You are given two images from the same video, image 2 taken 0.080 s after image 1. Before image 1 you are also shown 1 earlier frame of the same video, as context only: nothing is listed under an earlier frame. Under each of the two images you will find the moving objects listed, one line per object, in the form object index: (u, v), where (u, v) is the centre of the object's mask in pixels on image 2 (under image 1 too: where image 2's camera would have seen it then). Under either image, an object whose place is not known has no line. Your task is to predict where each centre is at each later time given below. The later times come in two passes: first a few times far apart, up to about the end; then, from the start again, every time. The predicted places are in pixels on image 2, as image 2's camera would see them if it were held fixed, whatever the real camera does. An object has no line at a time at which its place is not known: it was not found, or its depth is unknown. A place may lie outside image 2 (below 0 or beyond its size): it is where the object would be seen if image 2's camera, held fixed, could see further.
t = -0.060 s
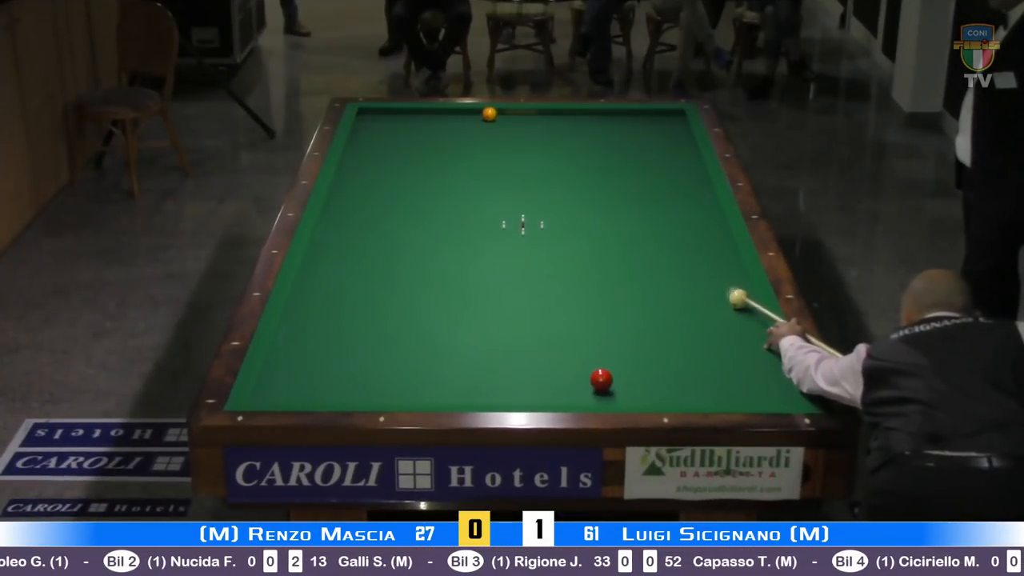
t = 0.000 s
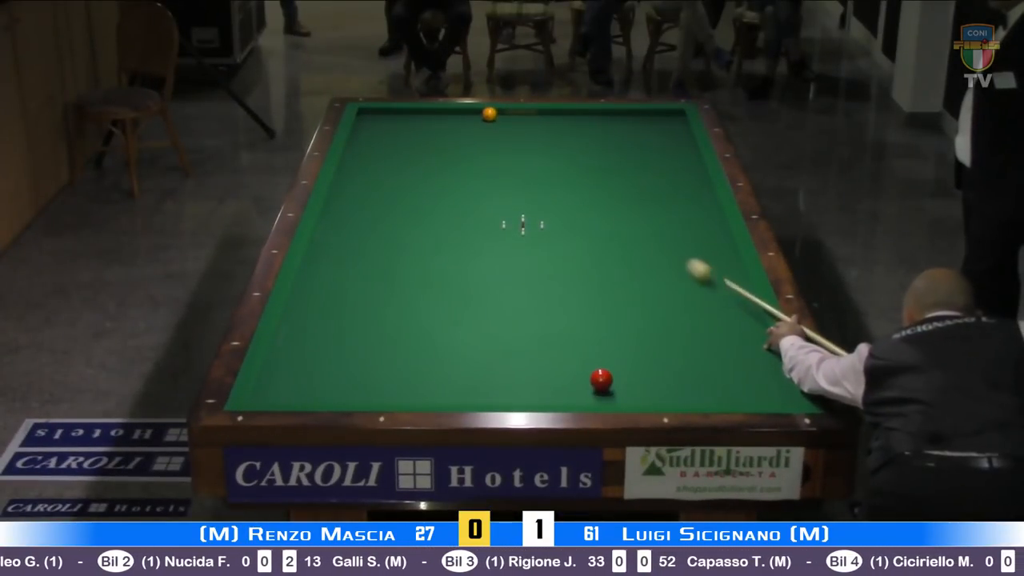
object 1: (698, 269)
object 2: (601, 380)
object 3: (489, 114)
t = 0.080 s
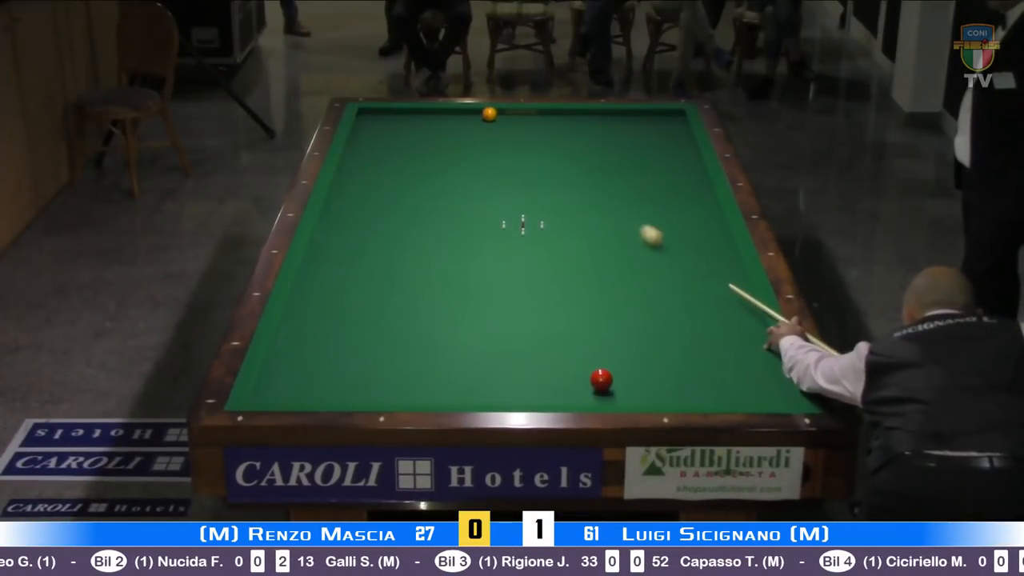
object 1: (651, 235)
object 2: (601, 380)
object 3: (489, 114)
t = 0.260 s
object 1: (563, 173)
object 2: (601, 380)
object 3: (489, 114)
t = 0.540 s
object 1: (449, 113)
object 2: (601, 380)
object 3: (496, 116)
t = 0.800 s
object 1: (391, 120)
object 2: (601, 380)
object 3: (512, 150)
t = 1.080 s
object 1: (486, 132)
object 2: (601, 379)
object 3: (528, 186)
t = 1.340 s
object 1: (559, 139)
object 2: (601, 380)
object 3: (544, 224)
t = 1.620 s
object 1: (634, 145)
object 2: (601, 380)
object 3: (564, 271)
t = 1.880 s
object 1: (684, 149)
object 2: (601, 380)
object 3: (586, 322)
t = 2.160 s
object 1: (638, 150)
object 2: (595, 392)
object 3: (619, 373)
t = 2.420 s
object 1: (602, 151)
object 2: (582, 379)
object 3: (665, 392)
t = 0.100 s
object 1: (640, 227)
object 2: (601, 380)
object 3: (489, 114)
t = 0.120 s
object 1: (629, 219)
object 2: (601, 380)
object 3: (489, 114)
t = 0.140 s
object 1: (618, 212)
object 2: (601, 380)
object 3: (489, 114)
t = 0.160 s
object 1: (608, 205)
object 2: (601, 380)
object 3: (489, 114)
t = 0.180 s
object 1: (599, 198)
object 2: (601, 380)
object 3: (489, 114)
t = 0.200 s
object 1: (590, 191)
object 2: (601, 380)
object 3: (489, 114)
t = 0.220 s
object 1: (581, 185)
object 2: (601, 380)
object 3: (489, 114)
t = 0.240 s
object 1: (572, 179)
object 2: (601, 380)
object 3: (489, 114)
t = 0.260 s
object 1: (563, 173)
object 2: (601, 380)
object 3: (489, 114)
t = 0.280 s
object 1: (555, 167)
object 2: (601, 380)
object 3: (489, 114)
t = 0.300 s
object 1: (547, 161)
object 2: (601, 380)
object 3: (489, 114)
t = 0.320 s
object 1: (539, 156)
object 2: (601, 380)
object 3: (489, 114)
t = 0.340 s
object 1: (531, 150)
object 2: (601, 380)
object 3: (489, 114)
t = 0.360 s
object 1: (524, 145)
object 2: (601, 380)
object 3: (489, 114)
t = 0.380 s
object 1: (516, 139)
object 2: (601, 380)
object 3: (489, 114)
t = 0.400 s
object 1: (509, 134)
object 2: (601, 380)
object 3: (489, 114)
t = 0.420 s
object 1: (502, 129)
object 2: (601, 380)
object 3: (489, 114)
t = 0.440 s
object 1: (496, 125)
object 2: (601, 380)
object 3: (489, 113)
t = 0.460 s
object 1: (489, 121)
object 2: (601, 380)
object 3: (489, 111)
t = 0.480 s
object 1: (479, 117)
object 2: (601, 380)
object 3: (492, 112)
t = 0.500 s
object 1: (470, 116)
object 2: (601, 380)
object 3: (493, 111)
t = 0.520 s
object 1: (459, 115)
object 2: (601, 380)
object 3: (495, 113)
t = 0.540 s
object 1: (449, 113)
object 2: (601, 380)
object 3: (496, 116)
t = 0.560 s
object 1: (439, 112)
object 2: (601, 380)
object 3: (498, 118)
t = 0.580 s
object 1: (429, 111)
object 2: (601, 380)
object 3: (499, 121)
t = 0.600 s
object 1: (419, 110)
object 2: (601, 380)
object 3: (501, 124)
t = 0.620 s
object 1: (409, 110)
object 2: (601, 380)
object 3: (502, 127)
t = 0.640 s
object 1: (399, 111)
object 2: (601, 380)
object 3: (503, 129)
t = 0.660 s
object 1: (389, 112)
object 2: (601, 380)
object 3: (504, 132)
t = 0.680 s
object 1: (380, 113)
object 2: (601, 380)
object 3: (505, 135)
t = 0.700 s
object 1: (370, 114)
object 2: (601, 380)
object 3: (507, 137)
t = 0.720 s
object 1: (363, 115)
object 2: (601, 380)
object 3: (508, 140)
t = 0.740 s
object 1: (368, 116)
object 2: (601, 380)
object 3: (509, 142)
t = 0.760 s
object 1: (376, 117)
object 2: (601, 380)
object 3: (510, 145)
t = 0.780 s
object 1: (384, 119)
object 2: (601, 380)
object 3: (511, 147)
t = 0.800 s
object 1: (391, 120)
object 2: (601, 380)
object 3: (512, 150)
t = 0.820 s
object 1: (398, 121)
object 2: (601, 380)
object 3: (514, 152)
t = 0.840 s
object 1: (405, 122)
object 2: (601, 379)
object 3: (515, 155)
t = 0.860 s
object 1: (412, 123)
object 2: (601, 380)
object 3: (516, 157)
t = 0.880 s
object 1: (420, 124)
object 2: (601, 379)
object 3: (517, 160)
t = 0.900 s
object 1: (426, 125)
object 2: (601, 380)
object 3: (518, 162)
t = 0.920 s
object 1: (433, 126)
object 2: (601, 380)
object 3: (519, 165)
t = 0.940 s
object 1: (440, 127)
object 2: (601, 380)
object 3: (520, 167)
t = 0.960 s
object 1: (447, 128)
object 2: (601, 379)
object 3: (521, 170)
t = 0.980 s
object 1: (454, 129)
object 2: (601, 380)
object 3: (522, 173)
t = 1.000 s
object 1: (460, 129)
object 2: (601, 380)
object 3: (524, 175)
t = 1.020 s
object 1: (467, 130)
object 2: (601, 380)
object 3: (525, 178)
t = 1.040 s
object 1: (473, 131)
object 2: (601, 379)
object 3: (526, 181)
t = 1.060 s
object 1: (479, 132)
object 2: (601, 379)
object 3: (527, 183)
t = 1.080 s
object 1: (486, 132)
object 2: (601, 379)
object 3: (528, 186)
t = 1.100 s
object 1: (492, 133)
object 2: (601, 380)
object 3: (529, 189)
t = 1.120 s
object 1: (498, 134)
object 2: (601, 380)
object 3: (530, 192)
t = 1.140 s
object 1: (504, 134)
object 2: (601, 380)
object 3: (532, 195)
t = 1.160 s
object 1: (510, 135)
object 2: (601, 380)
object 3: (533, 197)
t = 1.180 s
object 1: (516, 135)
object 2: (601, 380)
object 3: (534, 200)
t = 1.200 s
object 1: (521, 136)
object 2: (601, 380)
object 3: (535, 203)
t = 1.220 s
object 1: (527, 136)
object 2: (601, 380)
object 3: (536, 206)
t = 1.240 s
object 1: (532, 137)
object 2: (601, 379)
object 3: (538, 208)
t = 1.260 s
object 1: (537, 137)
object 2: (601, 379)
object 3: (539, 212)
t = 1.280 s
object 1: (543, 138)
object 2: (601, 379)
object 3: (540, 215)
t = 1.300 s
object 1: (548, 138)
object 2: (601, 380)
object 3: (541, 218)
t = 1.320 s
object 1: (553, 139)
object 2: (601, 380)
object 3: (543, 220)
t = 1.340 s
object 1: (559, 139)
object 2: (601, 380)
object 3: (544, 224)
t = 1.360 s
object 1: (564, 139)
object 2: (601, 380)
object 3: (545, 227)
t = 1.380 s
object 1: (569, 140)
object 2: (601, 380)
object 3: (547, 230)
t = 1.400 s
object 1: (575, 140)
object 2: (601, 380)
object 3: (548, 233)
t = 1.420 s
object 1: (580, 140)
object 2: (601, 379)
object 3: (549, 237)
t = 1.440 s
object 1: (586, 141)
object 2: (601, 380)
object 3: (551, 240)
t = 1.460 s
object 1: (591, 141)
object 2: (601, 380)
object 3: (552, 243)
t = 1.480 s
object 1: (597, 142)
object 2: (601, 380)
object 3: (554, 246)
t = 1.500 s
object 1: (602, 142)
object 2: (601, 380)
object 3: (555, 249)
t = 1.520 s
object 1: (607, 143)
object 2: (601, 380)
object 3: (557, 253)
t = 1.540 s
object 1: (613, 143)
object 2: (601, 380)
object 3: (558, 257)
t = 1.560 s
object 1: (618, 144)
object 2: (601, 380)
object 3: (560, 259)
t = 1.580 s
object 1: (623, 144)
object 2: (601, 380)
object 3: (561, 264)
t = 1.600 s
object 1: (629, 144)
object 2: (601, 380)
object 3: (562, 267)
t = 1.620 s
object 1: (634, 145)
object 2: (601, 380)
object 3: (564, 271)
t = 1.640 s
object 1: (640, 145)
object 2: (601, 380)
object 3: (566, 275)
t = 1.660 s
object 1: (645, 146)
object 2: (601, 380)
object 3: (567, 278)
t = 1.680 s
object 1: (650, 146)
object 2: (601, 380)
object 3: (569, 282)
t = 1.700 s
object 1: (656, 146)
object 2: (601, 380)
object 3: (570, 285)
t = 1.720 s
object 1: (661, 147)
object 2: (601, 380)
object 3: (572, 289)
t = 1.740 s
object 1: (667, 147)
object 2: (601, 380)
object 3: (574, 293)
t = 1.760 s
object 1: (672, 148)
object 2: (601, 379)
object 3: (575, 297)
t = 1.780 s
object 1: (678, 148)
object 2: (601, 379)
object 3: (577, 301)
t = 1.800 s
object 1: (683, 149)
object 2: (601, 379)
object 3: (579, 305)
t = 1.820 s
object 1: (688, 149)
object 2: (601, 379)
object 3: (580, 309)
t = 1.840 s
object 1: (692, 149)
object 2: (601, 380)
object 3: (582, 313)
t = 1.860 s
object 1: (688, 149)
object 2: (601, 380)
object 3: (584, 317)
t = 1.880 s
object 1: (684, 149)
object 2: (601, 380)
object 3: (586, 322)
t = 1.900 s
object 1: (679, 149)
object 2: (601, 379)
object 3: (587, 326)
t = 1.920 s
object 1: (675, 149)
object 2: (601, 380)
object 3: (589, 330)
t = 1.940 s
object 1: (671, 149)
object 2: (601, 380)
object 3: (591, 335)
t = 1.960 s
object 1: (668, 149)
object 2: (601, 380)
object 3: (593, 339)
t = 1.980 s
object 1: (664, 150)
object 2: (601, 380)
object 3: (595, 343)
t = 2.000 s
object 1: (661, 150)
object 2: (601, 380)
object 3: (597, 348)
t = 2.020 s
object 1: (658, 150)
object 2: (601, 379)
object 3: (599, 352)
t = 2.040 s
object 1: (655, 150)
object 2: (601, 379)
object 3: (601, 356)
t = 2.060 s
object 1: (652, 150)
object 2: (601, 380)
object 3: (603, 359)
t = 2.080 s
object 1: (649, 150)
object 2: (602, 380)
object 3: (605, 363)
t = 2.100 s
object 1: (646, 150)
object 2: (601, 381)
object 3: (608, 367)
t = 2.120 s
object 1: (644, 150)
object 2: (599, 384)
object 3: (612, 369)
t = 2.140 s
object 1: (641, 150)
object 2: (597, 388)
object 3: (615, 372)
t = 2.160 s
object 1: (638, 150)
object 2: (595, 392)
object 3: (619, 373)
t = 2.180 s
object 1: (635, 150)
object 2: (594, 394)
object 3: (622, 373)
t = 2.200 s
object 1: (632, 150)
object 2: (592, 394)
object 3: (626, 374)
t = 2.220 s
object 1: (629, 150)
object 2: (591, 394)
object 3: (630, 376)
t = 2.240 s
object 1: (627, 150)
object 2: (590, 394)
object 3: (633, 377)
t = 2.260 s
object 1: (624, 151)
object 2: (589, 394)
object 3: (637, 378)
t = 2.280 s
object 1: (621, 151)
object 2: (588, 393)
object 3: (640, 380)
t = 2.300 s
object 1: (619, 151)
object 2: (587, 392)
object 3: (644, 382)
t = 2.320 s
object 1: (616, 151)
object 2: (586, 390)
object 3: (648, 383)
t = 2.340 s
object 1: (613, 151)
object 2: (585, 388)
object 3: (651, 385)
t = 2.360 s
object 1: (610, 151)
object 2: (584, 385)
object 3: (655, 387)
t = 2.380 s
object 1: (608, 151)
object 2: (583, 383)
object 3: (658, 388)
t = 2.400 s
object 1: (605, 151)
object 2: (583, 381)
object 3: (662, 390)
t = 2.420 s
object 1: (602, 151)
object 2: (582, 379)
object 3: (665, 392)
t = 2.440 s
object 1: (599, 151)
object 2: (581, 377)
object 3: (669, 393)
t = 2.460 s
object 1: (596, 151)
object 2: (580, 374)
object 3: (673, 394)
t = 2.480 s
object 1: (594, 152)
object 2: (579, 372)
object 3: (676, 395)
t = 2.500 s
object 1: (591, 152)
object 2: (579, 371)
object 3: (680, 396)
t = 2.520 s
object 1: (588, 152)
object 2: (578, 369)
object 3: (683, 397)
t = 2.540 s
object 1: (586, 152)
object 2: (577, 366)
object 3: (687, 398)
